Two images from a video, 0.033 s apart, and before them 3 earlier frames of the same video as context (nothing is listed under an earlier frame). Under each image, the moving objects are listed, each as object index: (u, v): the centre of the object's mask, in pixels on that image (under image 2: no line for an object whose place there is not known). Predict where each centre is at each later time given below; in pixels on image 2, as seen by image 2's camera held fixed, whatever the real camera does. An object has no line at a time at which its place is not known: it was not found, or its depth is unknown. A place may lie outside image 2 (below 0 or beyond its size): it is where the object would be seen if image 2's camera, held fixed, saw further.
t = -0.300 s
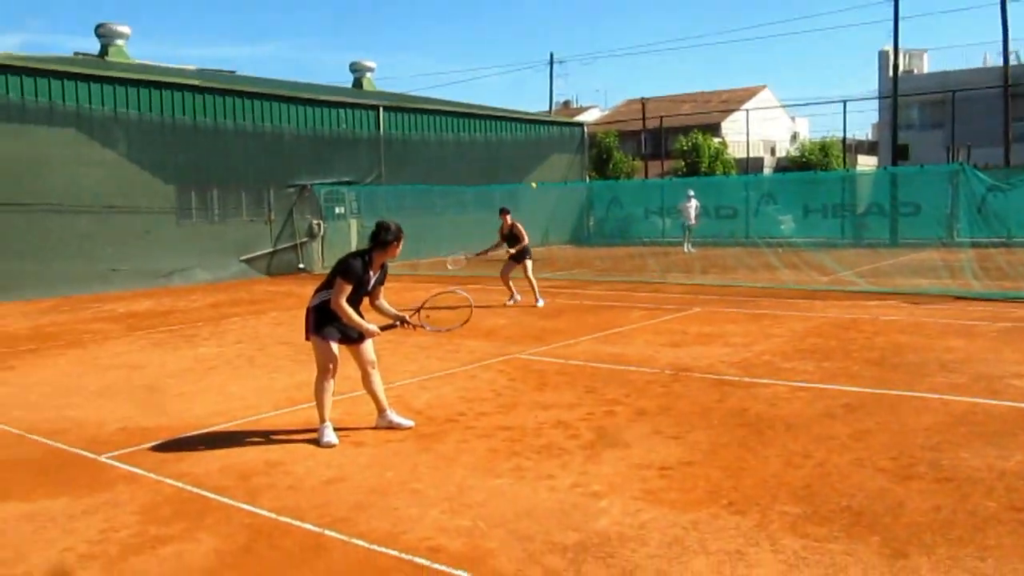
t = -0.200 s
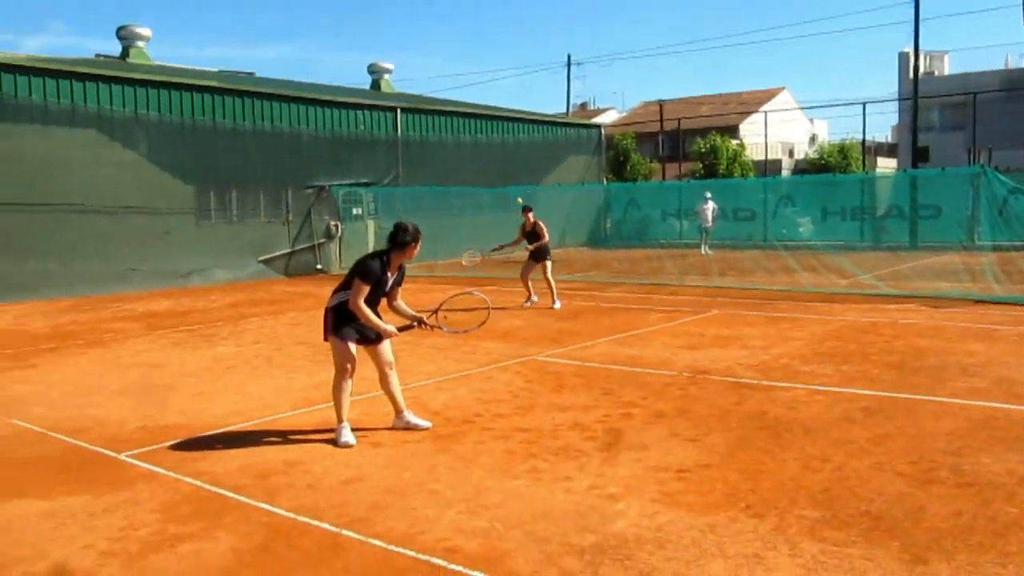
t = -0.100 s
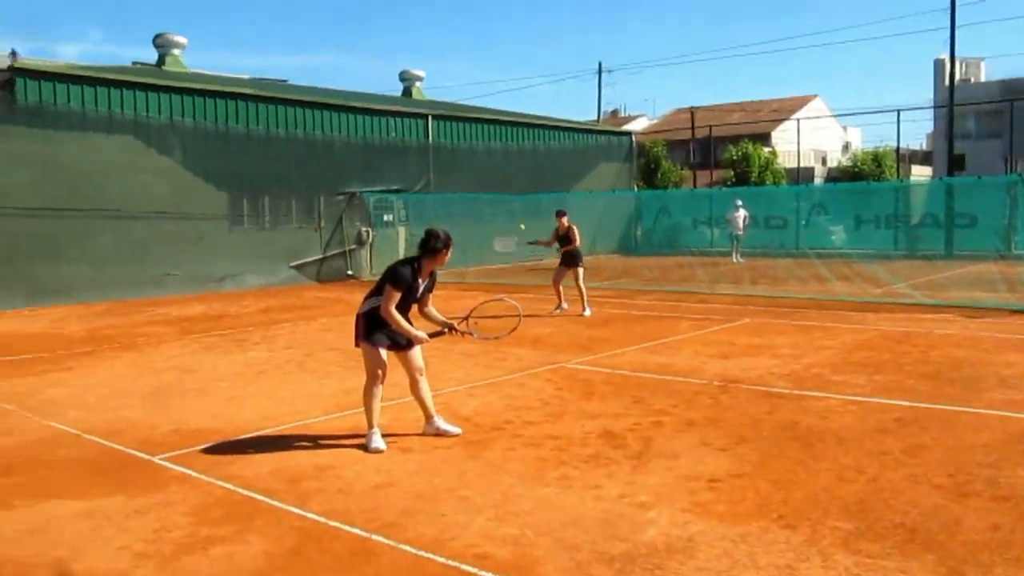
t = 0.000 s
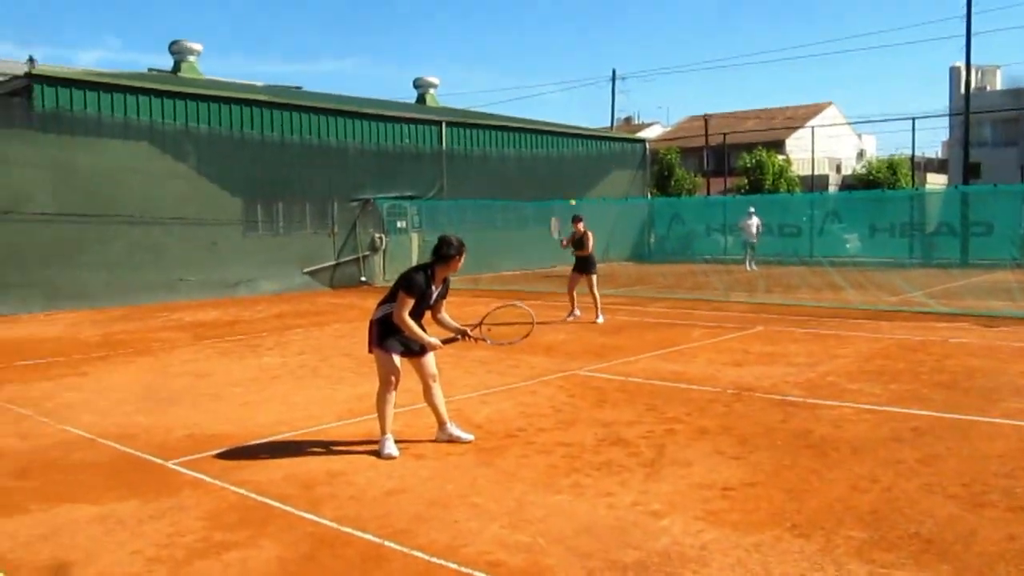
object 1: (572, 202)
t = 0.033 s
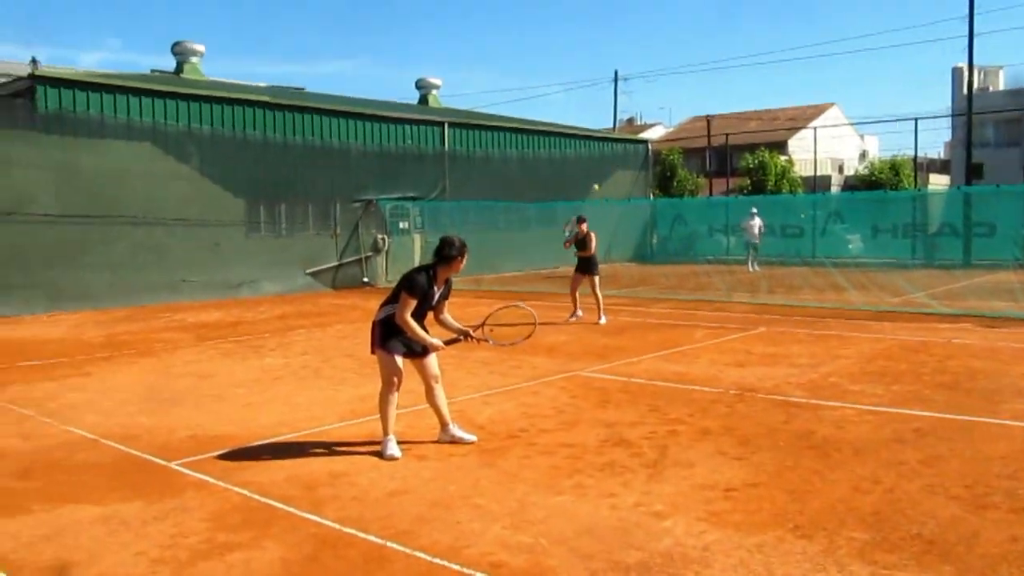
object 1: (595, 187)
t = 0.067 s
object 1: (618, 170)
